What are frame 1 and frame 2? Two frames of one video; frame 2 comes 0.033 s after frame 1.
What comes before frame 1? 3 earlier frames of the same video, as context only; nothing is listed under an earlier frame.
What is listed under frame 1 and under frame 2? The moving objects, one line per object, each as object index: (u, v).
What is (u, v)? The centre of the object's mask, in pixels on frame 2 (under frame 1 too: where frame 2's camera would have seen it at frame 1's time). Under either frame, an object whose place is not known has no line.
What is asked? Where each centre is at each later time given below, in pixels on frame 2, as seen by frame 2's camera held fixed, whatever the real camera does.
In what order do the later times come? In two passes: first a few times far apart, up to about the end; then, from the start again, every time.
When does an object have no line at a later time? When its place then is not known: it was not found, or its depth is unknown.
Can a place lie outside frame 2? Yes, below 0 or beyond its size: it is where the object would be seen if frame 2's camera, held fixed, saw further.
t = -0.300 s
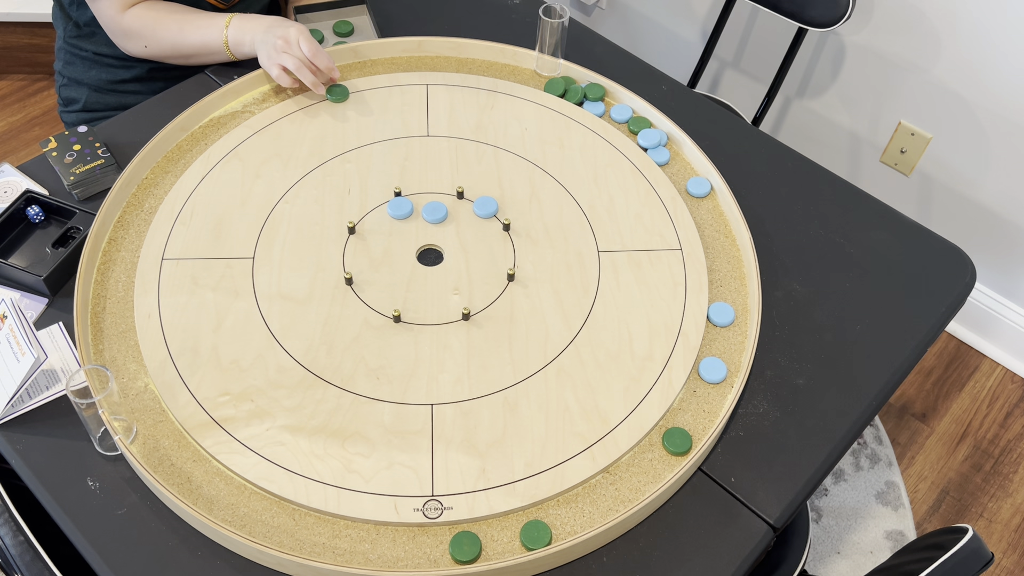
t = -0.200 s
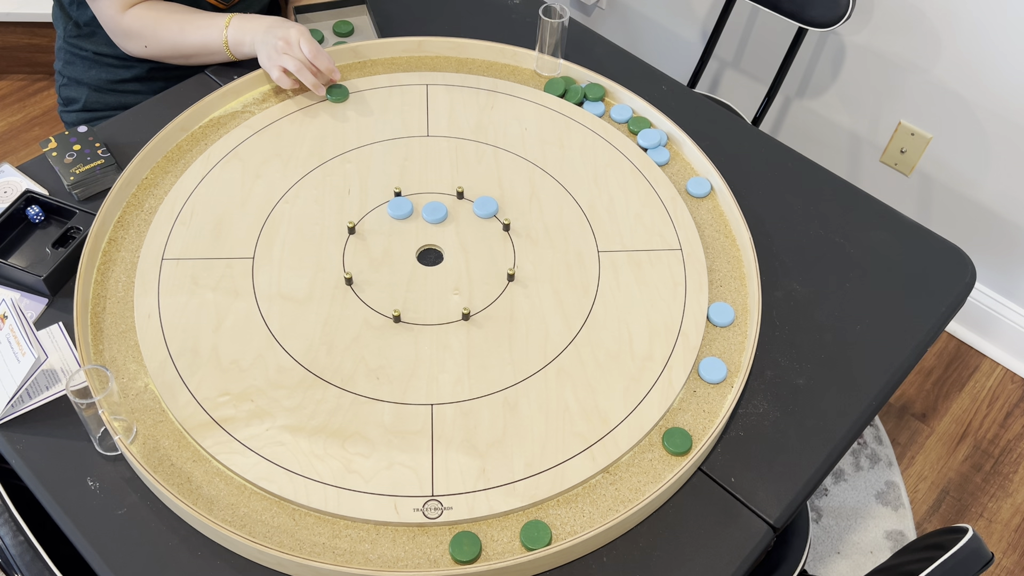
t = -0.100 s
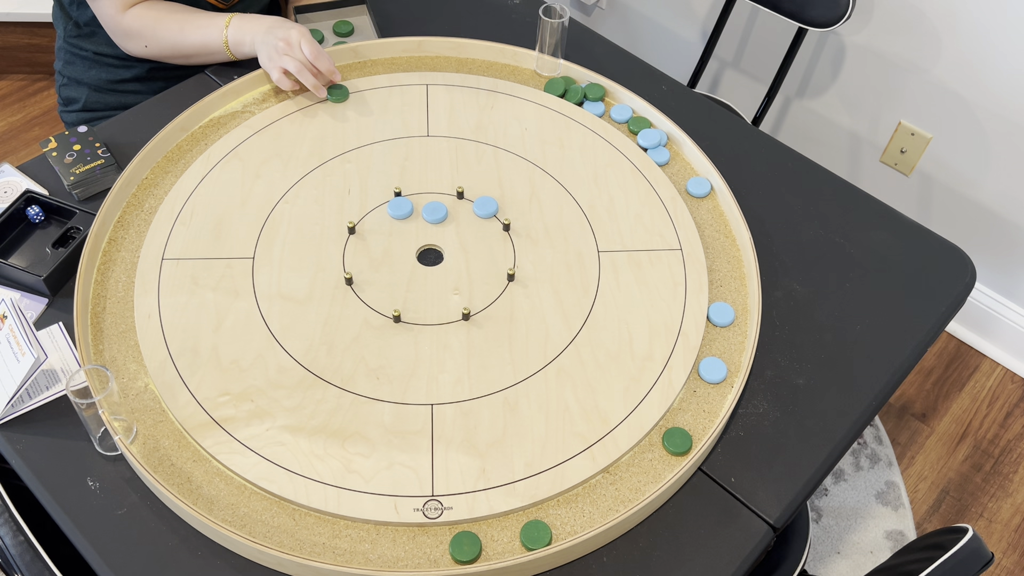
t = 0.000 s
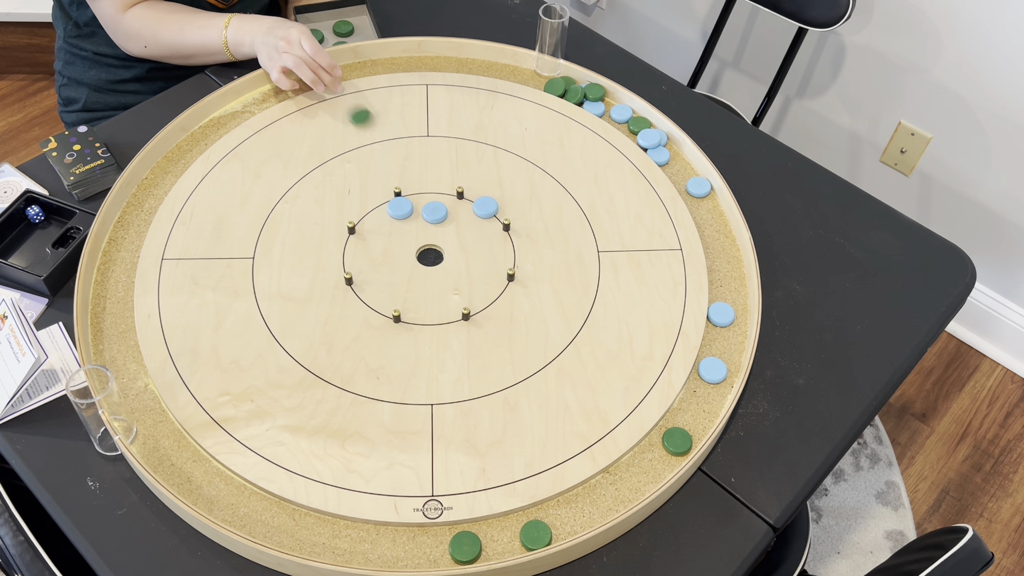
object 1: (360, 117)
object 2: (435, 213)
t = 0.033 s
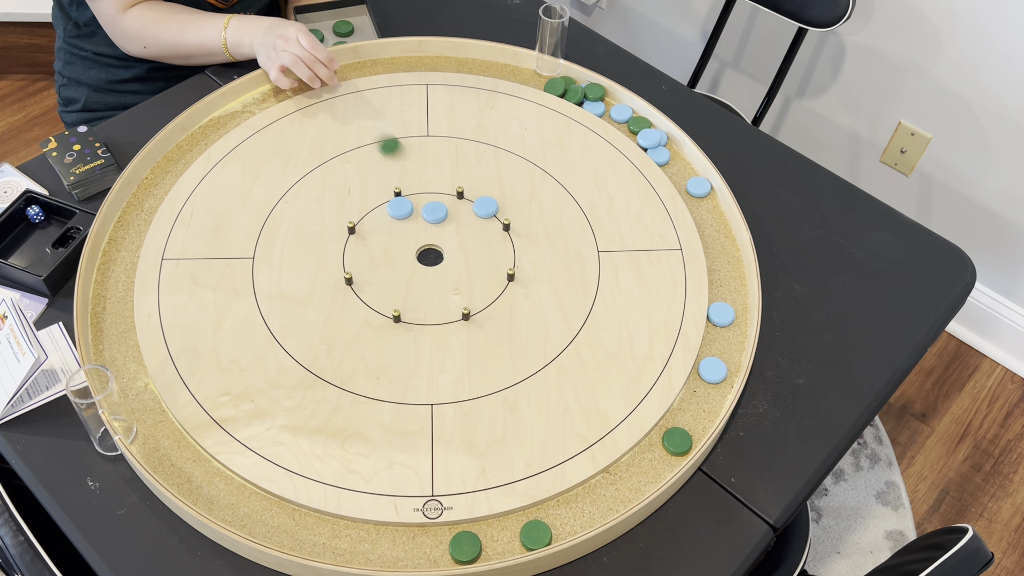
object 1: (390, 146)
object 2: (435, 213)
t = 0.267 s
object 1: (451, 151)
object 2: (437, 352)
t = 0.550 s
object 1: (509, 94)
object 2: (440, 546)
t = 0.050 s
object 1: (404, 161)
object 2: (435, 213)
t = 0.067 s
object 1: (419, 176)
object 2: (435, 213)
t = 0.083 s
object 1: (434, 191)
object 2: (435, 213)
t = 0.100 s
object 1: (441, 194)
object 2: (435, 224)
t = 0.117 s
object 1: (429, 192)
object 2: (436, 238)
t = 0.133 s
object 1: (417, 191)
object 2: (436, 252)
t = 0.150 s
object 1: (416, 187)
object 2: (436, 263)
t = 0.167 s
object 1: (421, 181)
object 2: (437, 274)
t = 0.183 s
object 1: (427, 176)
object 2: (437, 286)
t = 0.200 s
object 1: (432, 170)
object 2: (437, 299)
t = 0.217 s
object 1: (437, 165)
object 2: (437, 313)
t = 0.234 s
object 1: (442, 160)
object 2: (437, 327)
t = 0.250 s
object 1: (447, 156)
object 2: (437, 339)
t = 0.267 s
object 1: (451, 151)
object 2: (437, 352)
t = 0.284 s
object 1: (456, 147)
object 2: (437, 366)
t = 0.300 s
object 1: (460, 142)
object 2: (437, 379)
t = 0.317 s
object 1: (464, 138)
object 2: (437, 391)
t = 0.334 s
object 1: (468, 134)
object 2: (438, 406)
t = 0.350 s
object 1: (472, 130)
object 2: (438, 419)
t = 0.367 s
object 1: (476, 127)
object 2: (438, 432)
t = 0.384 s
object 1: (479, 123)
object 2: (439, 445)
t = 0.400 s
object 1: (483, 120)
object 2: (439, 459)
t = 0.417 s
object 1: (486, 117)
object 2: (439, 473)
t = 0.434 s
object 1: (489, 113)
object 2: (439, 485)
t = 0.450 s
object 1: (492, 110)
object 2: (440, 499)
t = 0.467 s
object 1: (495, 107)
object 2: (440, 513)
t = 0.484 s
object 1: (498, 104)
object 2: (440, 528)
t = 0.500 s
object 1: (501, 102)
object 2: (440, 541)
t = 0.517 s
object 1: (504, 99)
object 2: (440, 553)
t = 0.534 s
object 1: (506, 97)
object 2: (440, 552)
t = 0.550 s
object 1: (509, 94)
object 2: (440, 546)
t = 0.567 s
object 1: (511, 92)
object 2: (440, 540)
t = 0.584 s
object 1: (513, 90)
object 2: (440, 541)
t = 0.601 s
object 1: (515, 88)
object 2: (440, 545)
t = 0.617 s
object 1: (518, 86)
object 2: (439, 548)
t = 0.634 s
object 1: (519, 85)
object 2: (438, 552)
